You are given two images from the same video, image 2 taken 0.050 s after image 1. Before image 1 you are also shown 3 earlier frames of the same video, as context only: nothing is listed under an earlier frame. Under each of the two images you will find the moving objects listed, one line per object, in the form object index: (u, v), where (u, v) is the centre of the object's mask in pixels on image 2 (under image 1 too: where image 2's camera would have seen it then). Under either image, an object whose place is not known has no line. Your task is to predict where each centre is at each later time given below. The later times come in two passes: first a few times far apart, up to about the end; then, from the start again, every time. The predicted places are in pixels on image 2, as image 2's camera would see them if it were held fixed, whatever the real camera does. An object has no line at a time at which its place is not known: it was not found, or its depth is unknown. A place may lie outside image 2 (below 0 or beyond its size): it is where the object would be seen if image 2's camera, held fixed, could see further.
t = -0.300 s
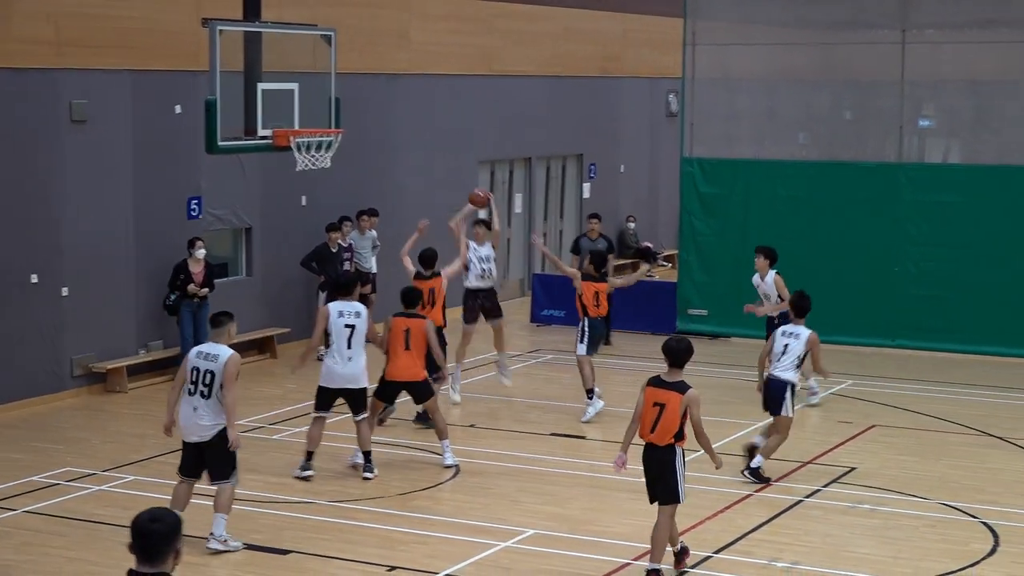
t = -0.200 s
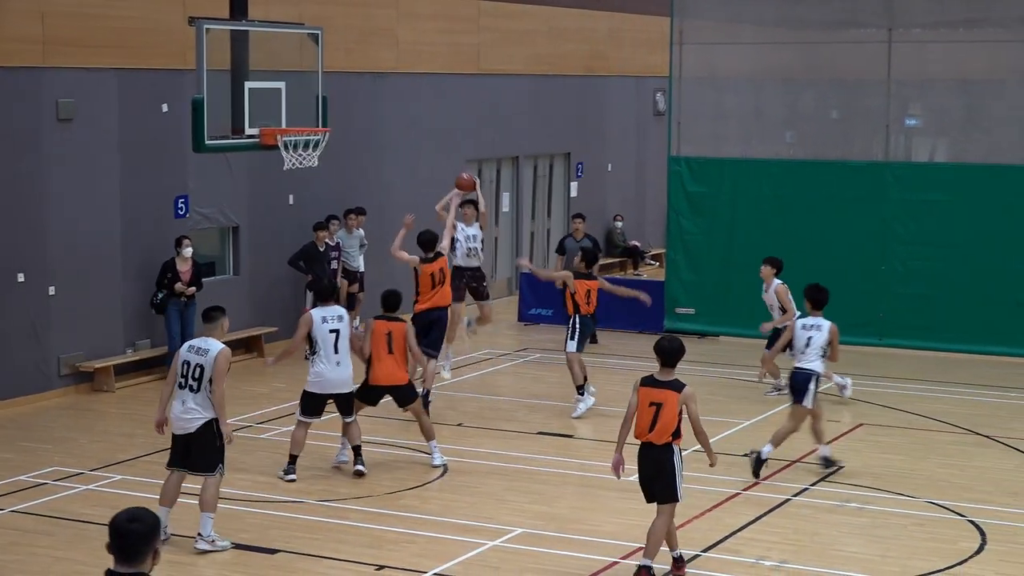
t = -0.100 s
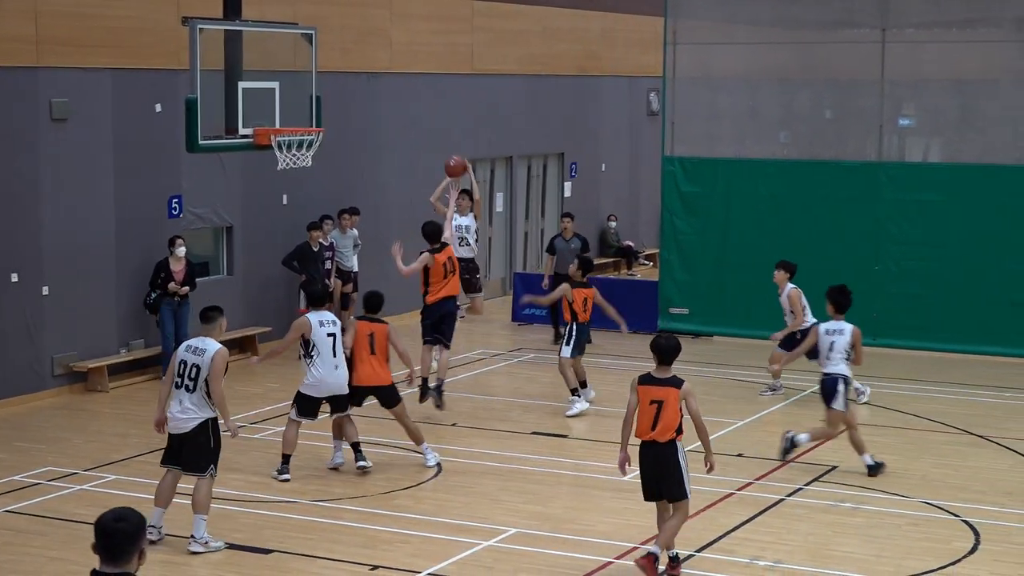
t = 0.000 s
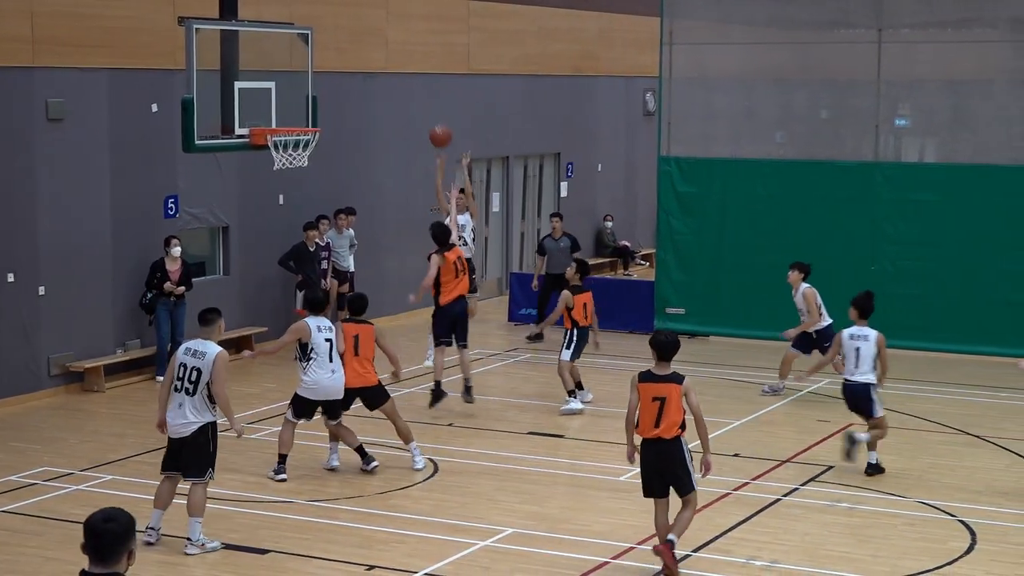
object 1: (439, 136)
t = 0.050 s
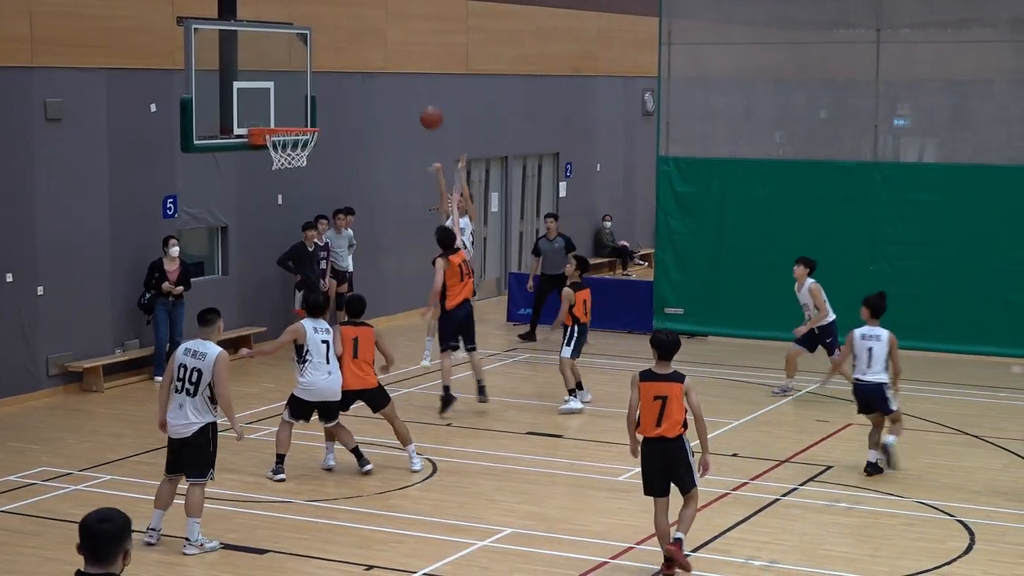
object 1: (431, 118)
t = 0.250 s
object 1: (396, 65)
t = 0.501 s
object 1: (348, 49)
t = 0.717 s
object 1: (302, 90)
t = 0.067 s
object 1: (428, 113)
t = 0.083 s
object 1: (425, 106)
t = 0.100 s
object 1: (423, 101)
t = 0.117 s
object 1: (420, 96)
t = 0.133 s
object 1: (417, 92)
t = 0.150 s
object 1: (414, 87)
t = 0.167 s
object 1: (411, 83)
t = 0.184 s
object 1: (408, 79)
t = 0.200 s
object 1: (405, 75)
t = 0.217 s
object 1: (403, 72)
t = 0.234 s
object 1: (399, 68)
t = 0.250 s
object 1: (396, 65)
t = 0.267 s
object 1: (393, 62)
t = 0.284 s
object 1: (390, 60)
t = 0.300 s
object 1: (387, 57)
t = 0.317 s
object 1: (384, 55)
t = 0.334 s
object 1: (381, 53)
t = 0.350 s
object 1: (377, 52)
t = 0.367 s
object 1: (375, 50)
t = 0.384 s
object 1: (371, 49)
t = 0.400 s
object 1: (368, 48)
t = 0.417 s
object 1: (365, 47)
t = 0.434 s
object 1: (361, 48)
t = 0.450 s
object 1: (358, 47)
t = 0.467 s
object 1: (355, 48)
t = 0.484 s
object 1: (351, 48)
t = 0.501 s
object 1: (348, 49)
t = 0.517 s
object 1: (345, 50)
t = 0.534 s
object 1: (341, 52)
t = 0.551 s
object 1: (338, 54)
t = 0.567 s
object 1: (334, 57)
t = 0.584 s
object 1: (331, 59)
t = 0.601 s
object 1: (328, 62)
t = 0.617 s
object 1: (325, 64)
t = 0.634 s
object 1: (321, 68)
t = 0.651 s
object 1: (317, 72)
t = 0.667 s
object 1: (314, 76)
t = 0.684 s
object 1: (310, 81)
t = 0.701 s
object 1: (306, 85)
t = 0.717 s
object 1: (302, 90)
